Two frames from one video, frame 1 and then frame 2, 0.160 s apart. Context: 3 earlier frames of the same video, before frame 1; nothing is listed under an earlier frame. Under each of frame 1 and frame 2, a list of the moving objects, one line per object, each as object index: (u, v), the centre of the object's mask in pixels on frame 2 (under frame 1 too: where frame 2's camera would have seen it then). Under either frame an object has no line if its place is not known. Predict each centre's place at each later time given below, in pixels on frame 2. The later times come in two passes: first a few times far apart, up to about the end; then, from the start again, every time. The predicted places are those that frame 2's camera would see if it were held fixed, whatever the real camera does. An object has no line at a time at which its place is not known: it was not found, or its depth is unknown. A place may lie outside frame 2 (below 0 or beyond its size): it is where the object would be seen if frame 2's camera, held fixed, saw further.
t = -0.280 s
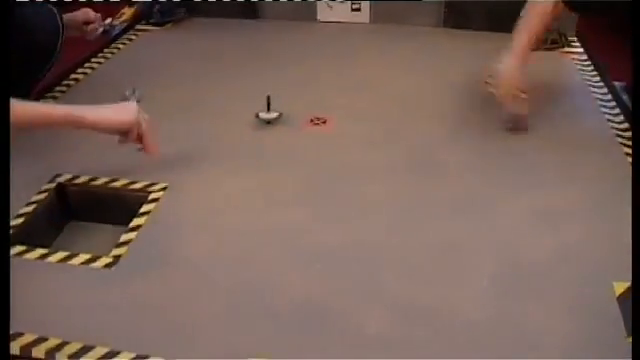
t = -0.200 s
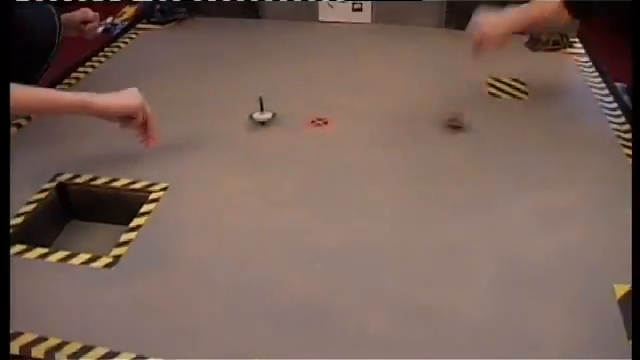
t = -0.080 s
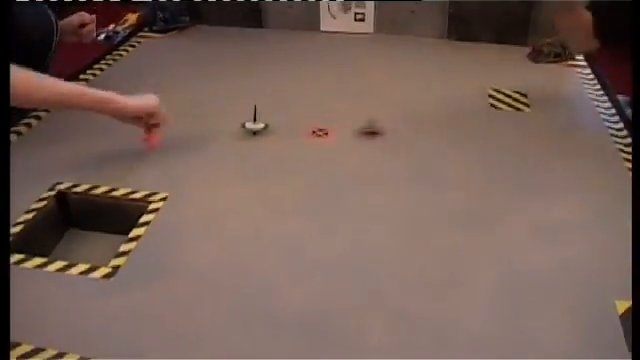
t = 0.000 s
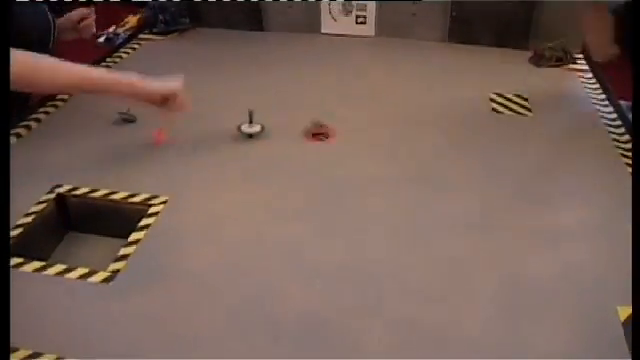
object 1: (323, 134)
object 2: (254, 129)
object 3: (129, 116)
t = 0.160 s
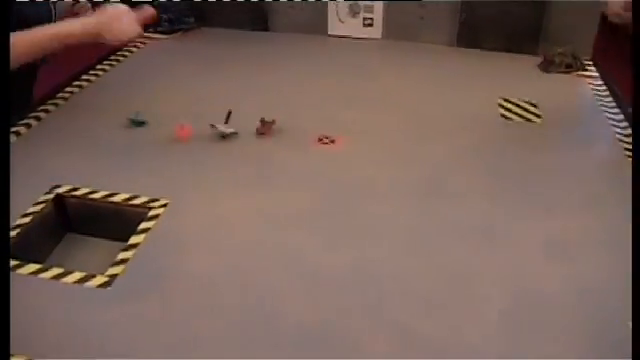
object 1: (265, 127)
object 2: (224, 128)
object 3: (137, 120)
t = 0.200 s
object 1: (264, 129)
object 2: (214, 127)
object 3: (140, 122)
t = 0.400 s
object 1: (266, 135)
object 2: (201, 142)
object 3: (156, 120)
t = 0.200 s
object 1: (264, 129)
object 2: (214, 127)
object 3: (140, 122)
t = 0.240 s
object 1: (264, 130)
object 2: (210, 131)
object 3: (144, 121)
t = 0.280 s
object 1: (264, 131)
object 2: (207, 134)
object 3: (147, 122)
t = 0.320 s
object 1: (265, 132)
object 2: (205, 136)
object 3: (149, 121)
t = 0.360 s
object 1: (265, 134)
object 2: (203, 138)
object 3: (154, 121)
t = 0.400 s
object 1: (266, 135)
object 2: (201, 142)
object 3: (156, 120)
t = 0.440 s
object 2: (201, 143)
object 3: (160, 118)
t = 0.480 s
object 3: (162, 119)
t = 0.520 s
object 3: (166, 118)
